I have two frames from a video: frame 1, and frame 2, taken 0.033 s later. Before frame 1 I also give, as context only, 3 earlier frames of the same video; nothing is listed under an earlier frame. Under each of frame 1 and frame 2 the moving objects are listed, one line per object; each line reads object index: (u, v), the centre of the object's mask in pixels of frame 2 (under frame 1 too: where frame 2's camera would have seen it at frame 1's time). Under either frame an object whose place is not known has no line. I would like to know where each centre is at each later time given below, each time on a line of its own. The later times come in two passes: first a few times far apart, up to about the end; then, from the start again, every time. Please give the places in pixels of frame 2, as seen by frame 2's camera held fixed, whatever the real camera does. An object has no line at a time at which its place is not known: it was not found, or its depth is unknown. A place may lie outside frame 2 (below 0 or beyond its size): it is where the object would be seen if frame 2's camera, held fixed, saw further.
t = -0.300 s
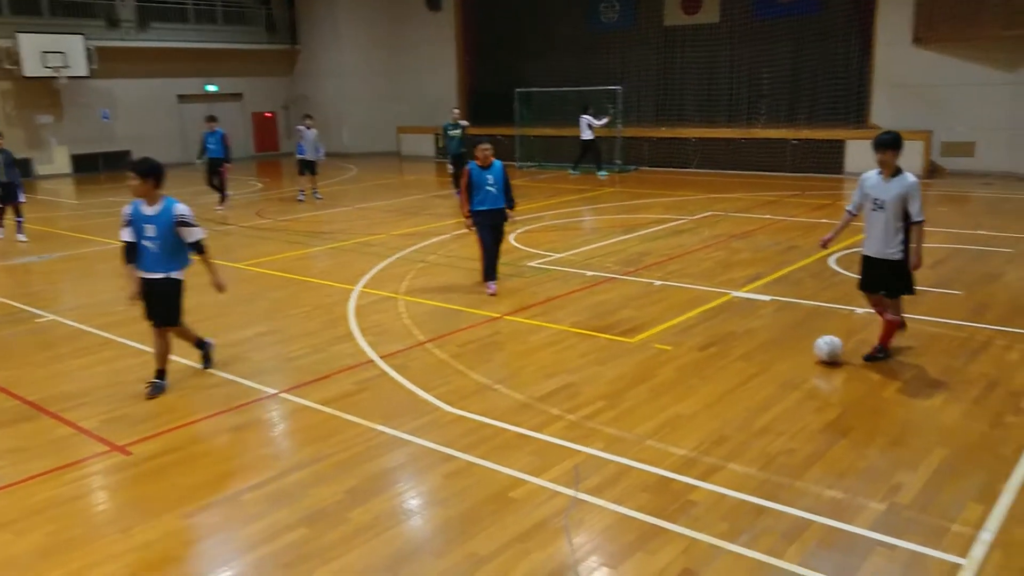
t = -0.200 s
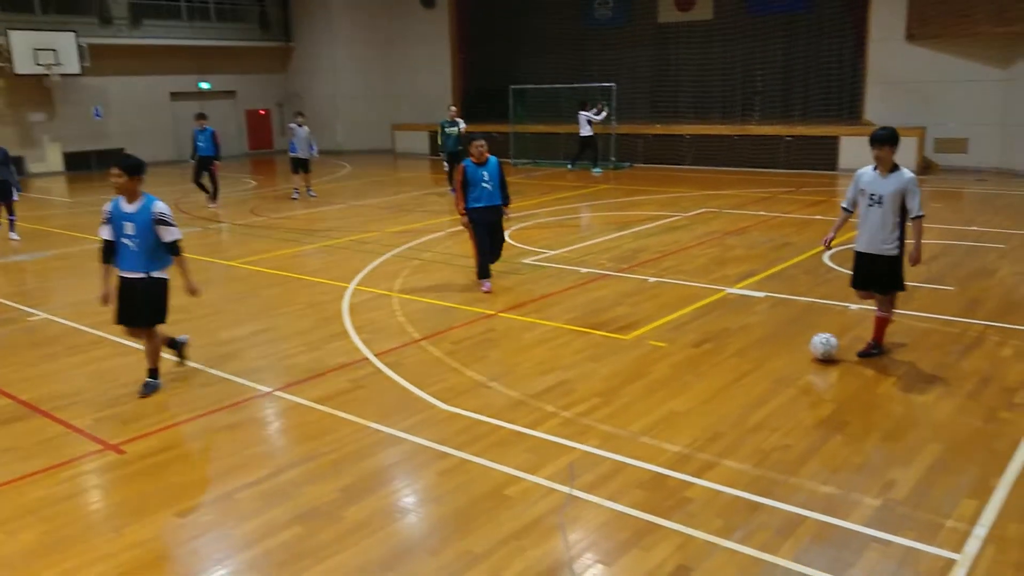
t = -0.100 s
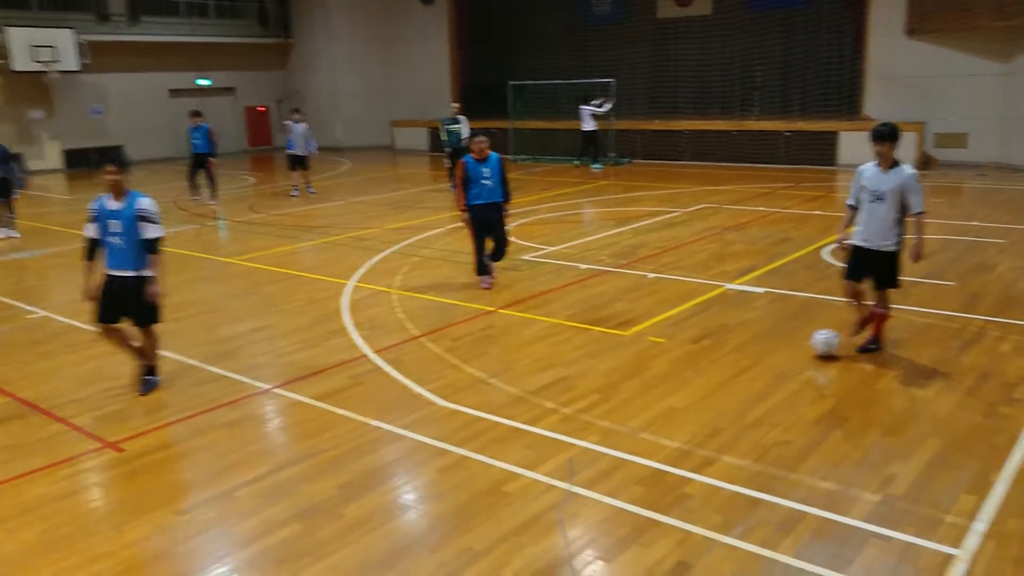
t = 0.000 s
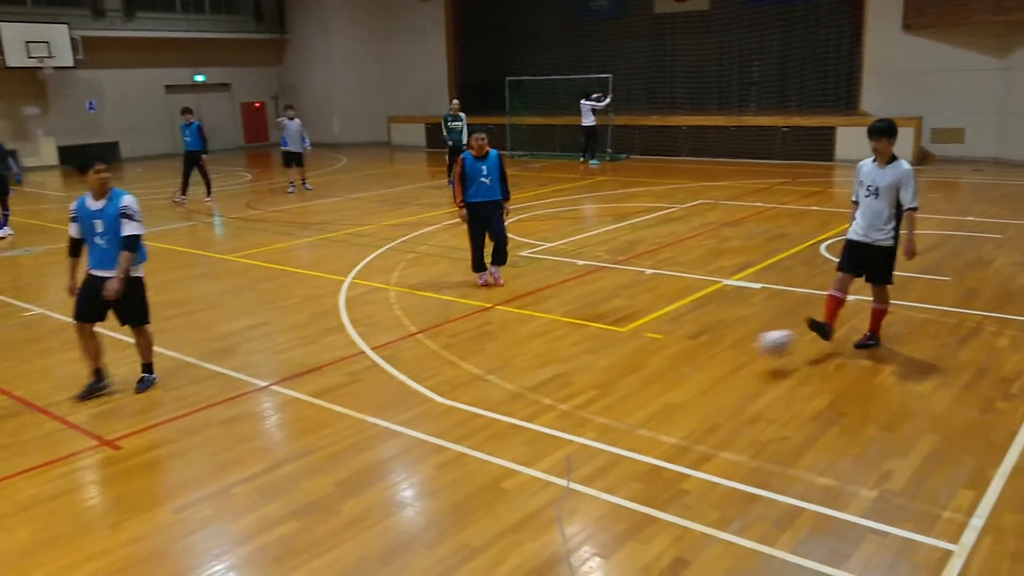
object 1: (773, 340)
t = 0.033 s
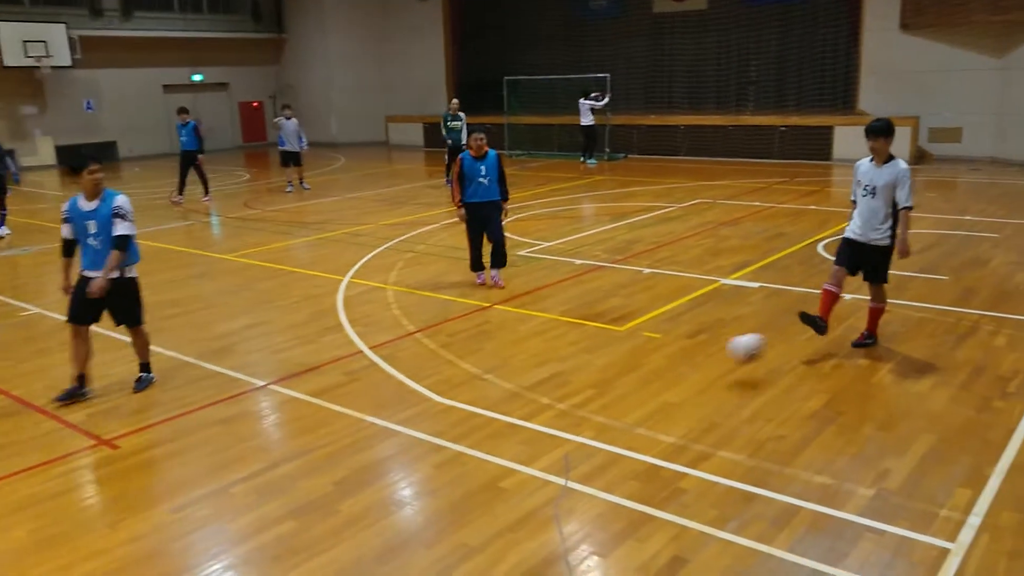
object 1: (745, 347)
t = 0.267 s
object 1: (505, 452)
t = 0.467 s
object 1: (238, 557)
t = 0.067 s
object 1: (718, 354)
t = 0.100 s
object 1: (687, 363)
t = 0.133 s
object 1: (656, 375)
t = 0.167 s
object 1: (621, 388)
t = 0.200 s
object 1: (581, 409)
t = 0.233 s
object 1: (542, 430)
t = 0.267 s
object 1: (505, 452)
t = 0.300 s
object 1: (464, 461)
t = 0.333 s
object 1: (426, 476)
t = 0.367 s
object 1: (384, 488)
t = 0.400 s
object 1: (336, 509)
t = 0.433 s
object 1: (290, 531)
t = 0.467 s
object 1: (238, 557)
